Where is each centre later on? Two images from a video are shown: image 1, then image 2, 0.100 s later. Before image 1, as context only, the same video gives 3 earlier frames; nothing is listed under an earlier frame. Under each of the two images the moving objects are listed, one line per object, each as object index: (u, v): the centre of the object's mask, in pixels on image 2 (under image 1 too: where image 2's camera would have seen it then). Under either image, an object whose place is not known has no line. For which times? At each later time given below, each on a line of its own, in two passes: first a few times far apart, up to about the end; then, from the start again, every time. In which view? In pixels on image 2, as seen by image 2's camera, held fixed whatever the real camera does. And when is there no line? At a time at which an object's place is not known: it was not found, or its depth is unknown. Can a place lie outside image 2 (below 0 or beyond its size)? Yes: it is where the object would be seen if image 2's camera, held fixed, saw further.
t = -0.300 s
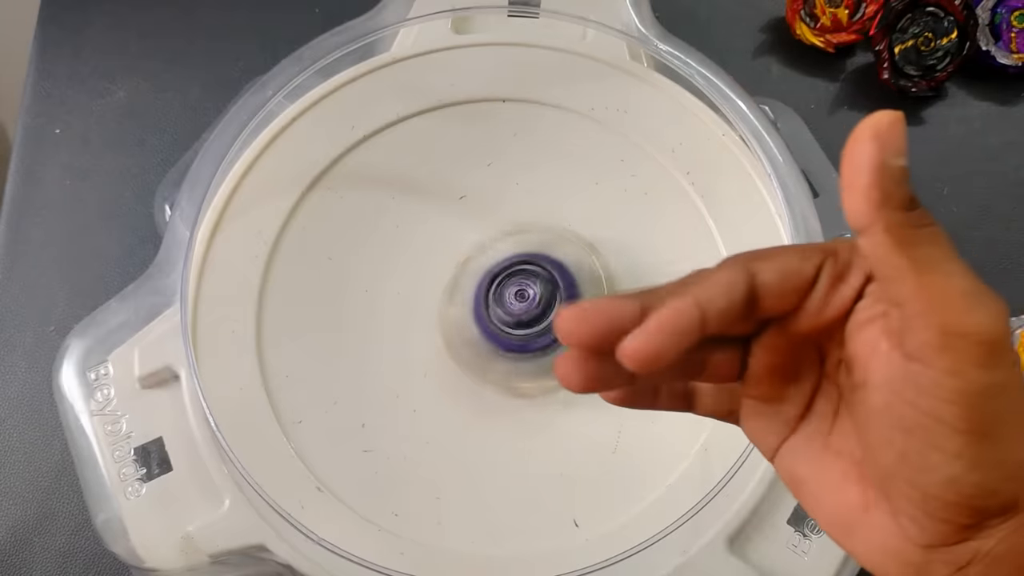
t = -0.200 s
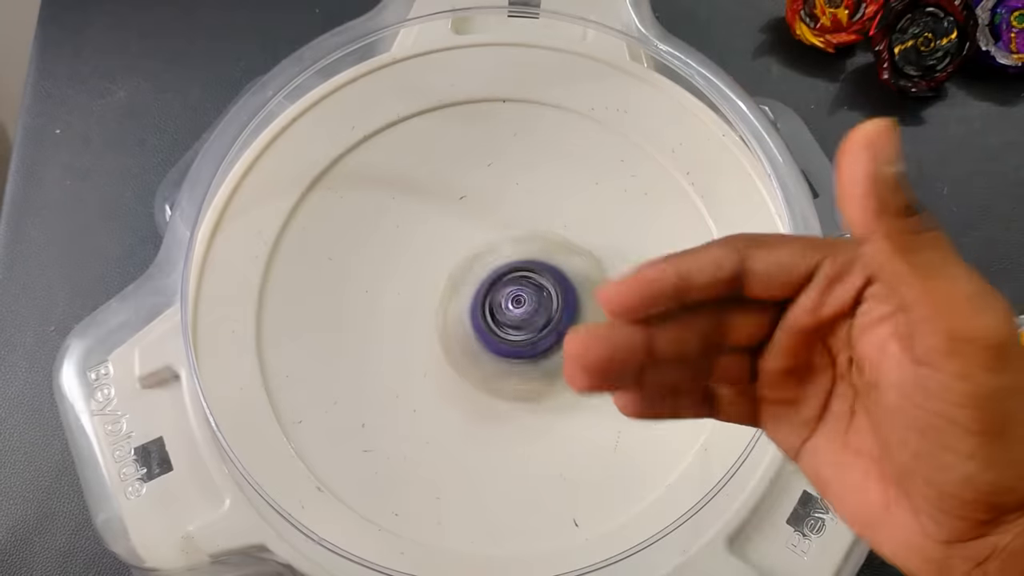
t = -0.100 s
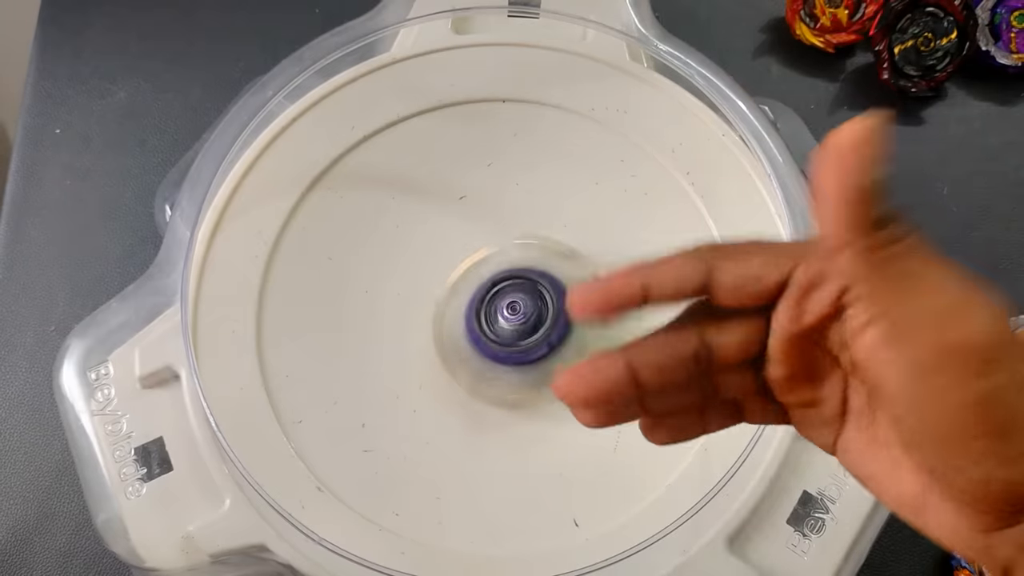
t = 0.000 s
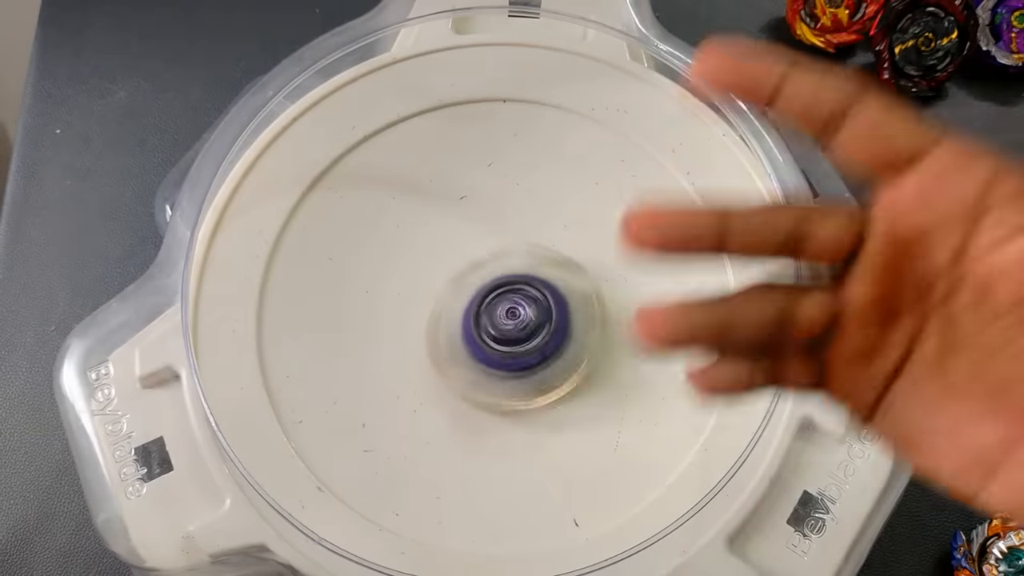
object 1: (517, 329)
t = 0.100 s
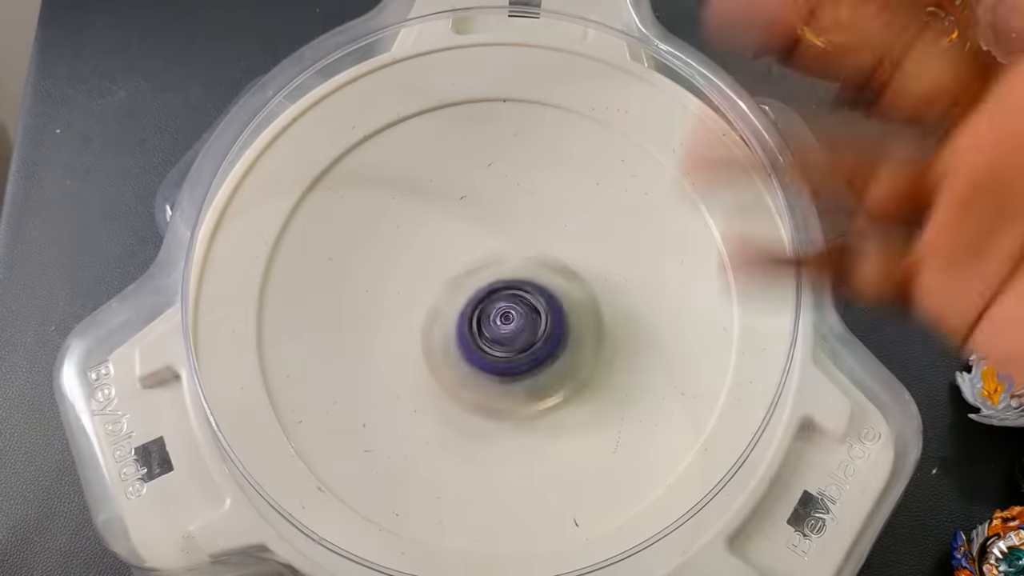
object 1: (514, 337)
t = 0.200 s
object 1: (509, 338)
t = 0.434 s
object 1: (493, 338)
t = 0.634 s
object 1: (480, 329)
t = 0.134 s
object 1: (509, 336)
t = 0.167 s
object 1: (510, 337)
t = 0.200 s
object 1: (509, 338)
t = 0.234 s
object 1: (506, 339)
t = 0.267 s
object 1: (504, 339)
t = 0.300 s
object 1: (502, 339)
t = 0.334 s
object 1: (501, 338)
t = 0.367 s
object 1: (499, 337)
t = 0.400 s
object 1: (496, 339)
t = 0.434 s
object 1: (493, 338)
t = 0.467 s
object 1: (490, 337)
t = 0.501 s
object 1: (488, 336)
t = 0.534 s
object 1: (486, 334)
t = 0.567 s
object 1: (484, 332)
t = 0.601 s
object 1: (481, 332)
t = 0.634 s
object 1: (480, 329)
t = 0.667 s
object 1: (479, 328)
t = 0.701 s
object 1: (477, 327)
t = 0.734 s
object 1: (474, 325)
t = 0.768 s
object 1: (471, 322)
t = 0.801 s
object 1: (472, 317)
